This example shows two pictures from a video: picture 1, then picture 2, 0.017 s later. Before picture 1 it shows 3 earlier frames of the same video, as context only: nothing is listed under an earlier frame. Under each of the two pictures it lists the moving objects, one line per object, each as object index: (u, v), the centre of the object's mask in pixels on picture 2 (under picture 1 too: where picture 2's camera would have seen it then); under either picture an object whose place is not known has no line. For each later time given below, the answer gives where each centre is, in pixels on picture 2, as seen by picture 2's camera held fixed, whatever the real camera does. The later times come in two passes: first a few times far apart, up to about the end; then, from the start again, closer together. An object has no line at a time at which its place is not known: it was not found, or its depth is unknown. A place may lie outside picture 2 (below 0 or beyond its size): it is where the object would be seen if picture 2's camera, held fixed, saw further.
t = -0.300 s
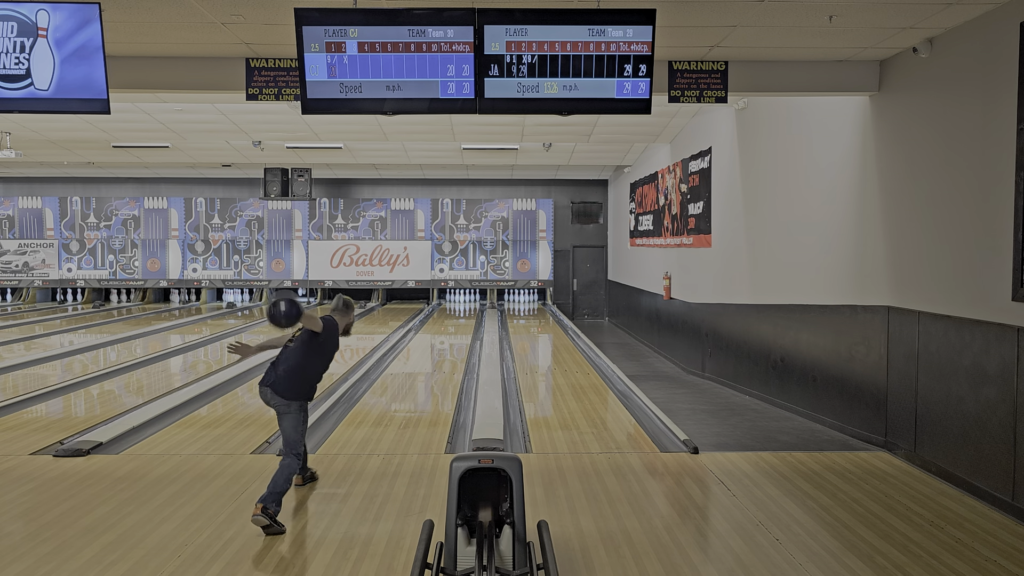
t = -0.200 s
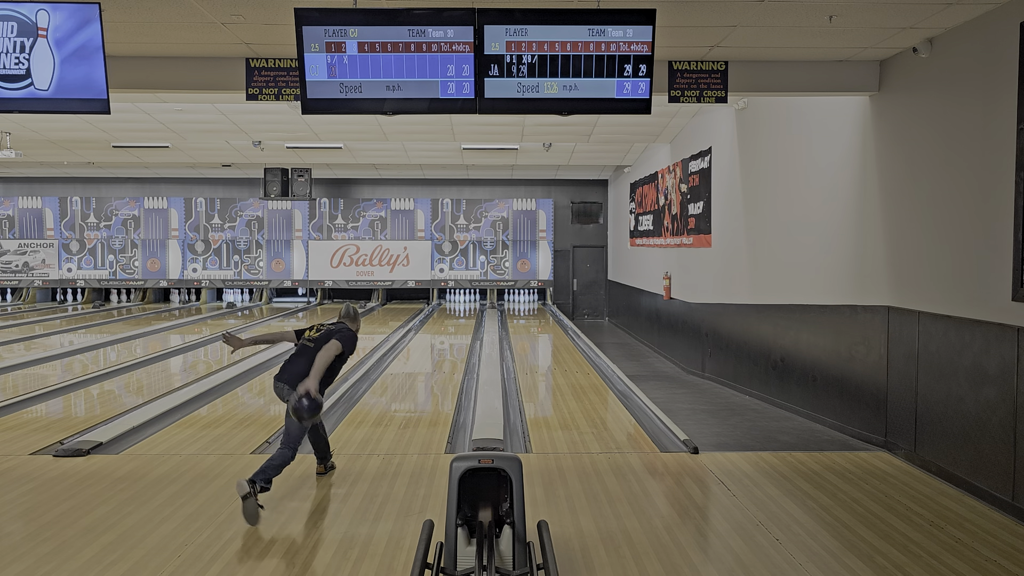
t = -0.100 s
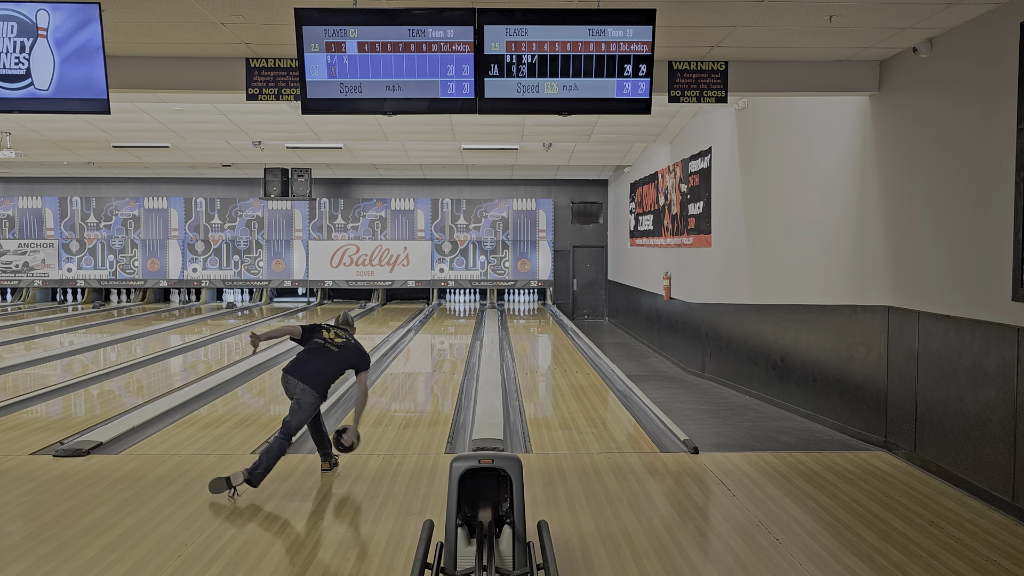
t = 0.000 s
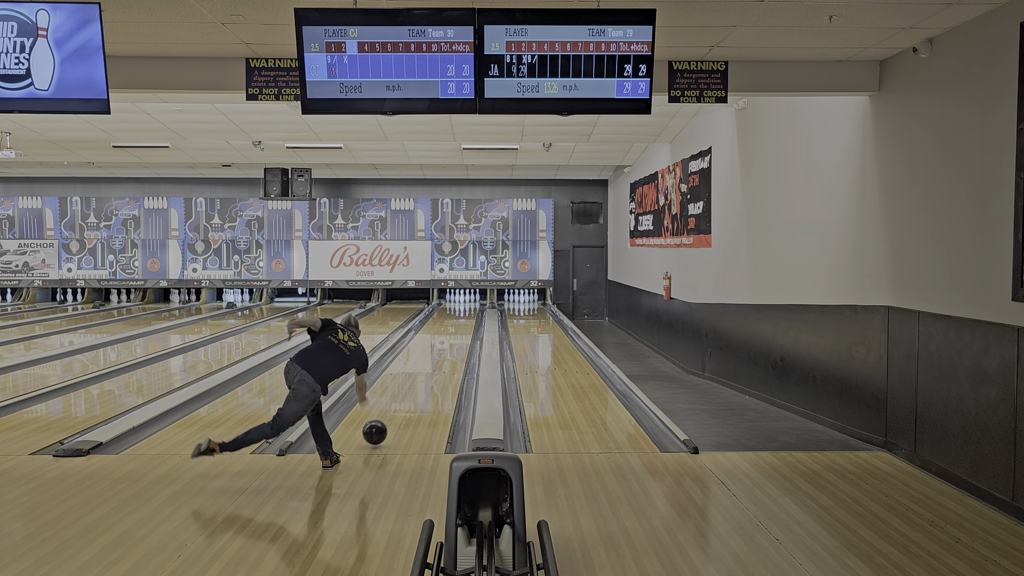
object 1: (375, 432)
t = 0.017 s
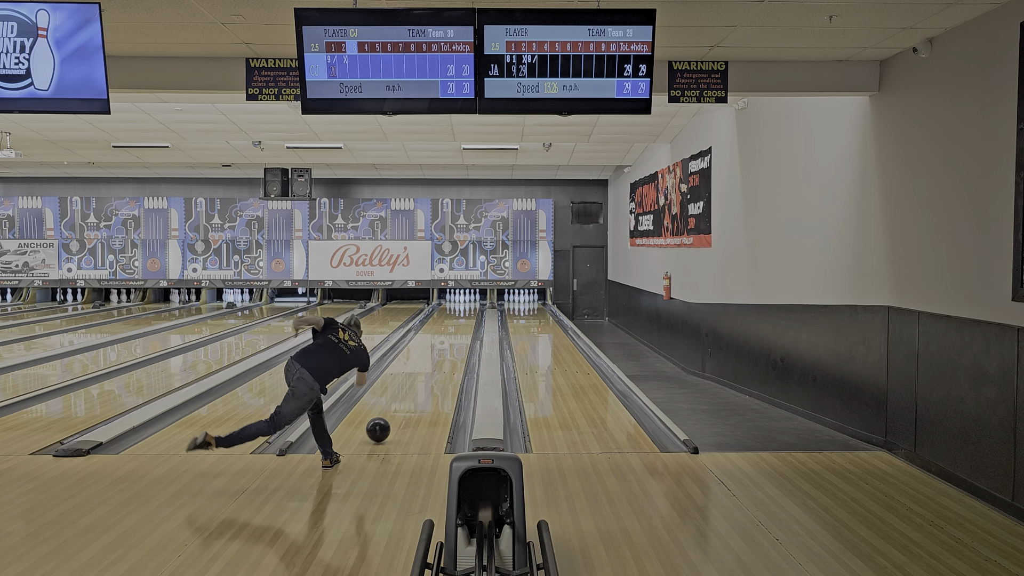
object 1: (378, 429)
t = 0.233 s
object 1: (411, 393)
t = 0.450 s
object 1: (432, 368)
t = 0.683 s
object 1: (448, 349)
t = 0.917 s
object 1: (459, 336)
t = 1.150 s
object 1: (467, 325)
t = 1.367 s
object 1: (472, 318)
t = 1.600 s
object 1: (475, 311)
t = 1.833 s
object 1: (476, 306)
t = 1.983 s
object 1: (475, 303)
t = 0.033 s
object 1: (381, 426)
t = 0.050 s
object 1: (384, 423)
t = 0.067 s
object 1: (387, 420)
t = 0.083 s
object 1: (390, 417)
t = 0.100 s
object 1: (392, 414)
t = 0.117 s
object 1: (395, 411)
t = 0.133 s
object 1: (398, 407)
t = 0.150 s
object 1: (400, 405)
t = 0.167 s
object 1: (402, 403)
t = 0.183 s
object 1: (404, 400)
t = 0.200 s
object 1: (407, 397)
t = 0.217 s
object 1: (409, 395)
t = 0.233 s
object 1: (411, 393)
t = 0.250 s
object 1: (413, 390)
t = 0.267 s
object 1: (415, 388)
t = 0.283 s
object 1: (416, 386)
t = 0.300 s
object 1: (418, 384)
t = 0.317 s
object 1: (420, 382)
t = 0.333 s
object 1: (422, 380)
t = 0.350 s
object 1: (423, 378)
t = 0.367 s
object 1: (425, 376)
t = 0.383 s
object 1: (426, 374)
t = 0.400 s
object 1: (428, 373)
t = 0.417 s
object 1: (429, 371)
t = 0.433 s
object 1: (431, 369)
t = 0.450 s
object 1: (432, 368)
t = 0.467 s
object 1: (434, 366)
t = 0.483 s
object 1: (435, 365)
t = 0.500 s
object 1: (436, 363)
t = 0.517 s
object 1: (437, 362)
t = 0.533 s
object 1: (438, 360)
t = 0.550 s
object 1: (440, 359)
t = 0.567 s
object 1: (441, 358)
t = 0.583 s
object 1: (442, 356)
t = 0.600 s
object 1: (443, 355)
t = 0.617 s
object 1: (444, 354)
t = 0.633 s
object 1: (445, 353)
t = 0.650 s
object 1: (446, 352)
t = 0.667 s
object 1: (447, 350)
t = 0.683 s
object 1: (448, 349)
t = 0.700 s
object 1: (449, 348)
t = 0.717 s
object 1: (450, 347)
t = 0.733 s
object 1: (451, 346)
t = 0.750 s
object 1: (451, 345)
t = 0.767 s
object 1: (452, 344)
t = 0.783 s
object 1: (453, 343)
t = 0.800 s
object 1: (454, 342)
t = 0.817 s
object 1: (455, 341)
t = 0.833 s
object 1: (455, 340)
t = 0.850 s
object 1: (456, 339)
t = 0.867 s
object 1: (457, 338)
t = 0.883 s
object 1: (457, 337)
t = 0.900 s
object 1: (458, 337)
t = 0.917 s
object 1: (459, 336)
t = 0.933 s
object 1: (460, 335)
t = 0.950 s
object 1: (460, 334)
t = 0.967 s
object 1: (461, 333)
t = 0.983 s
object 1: (462, 332)
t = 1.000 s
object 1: (462, 332)
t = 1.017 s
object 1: (463, 331)
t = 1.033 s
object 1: (463, 330)
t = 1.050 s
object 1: (464, 329)
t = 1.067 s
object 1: (464, 329)
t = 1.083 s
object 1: (465, 328)
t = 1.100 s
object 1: (465, 327)
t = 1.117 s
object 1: (466, 327)
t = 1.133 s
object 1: (466, 326)
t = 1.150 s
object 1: (467, 325)
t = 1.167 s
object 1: (467, 325)
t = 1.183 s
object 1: (468, 324)
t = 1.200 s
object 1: (468, 324)
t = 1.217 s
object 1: (469, 323)
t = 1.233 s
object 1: (469, 322)
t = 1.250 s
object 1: (469, 321)
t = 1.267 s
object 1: (470, 321)
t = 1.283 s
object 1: (470, 320)
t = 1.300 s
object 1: (470, 320)
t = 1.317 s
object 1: (471, 319)
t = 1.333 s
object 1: (471, 319)
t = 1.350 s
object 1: (471, 318)
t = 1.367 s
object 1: (472, 318)
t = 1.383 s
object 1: (472, 317)
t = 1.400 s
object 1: (473, 317)
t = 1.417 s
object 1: (473, 316)
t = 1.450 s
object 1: (473, 315)
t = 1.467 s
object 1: (474, 315)
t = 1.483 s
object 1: (474, 314)
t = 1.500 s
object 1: (474, 314)
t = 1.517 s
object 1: (474, 313)
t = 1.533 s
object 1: (475, 313)
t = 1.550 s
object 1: (475, 312)
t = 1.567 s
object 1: (475, 312)
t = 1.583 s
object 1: (475, 311)
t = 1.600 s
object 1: (475, 311)
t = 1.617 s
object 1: (475, 310)
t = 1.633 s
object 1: (475, 310)
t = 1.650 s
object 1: (476, 310)
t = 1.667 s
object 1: (476, 310)
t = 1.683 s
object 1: (476, 309)
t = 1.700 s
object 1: (476, 309)
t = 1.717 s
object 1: (476, 308)
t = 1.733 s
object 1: (476, 308)
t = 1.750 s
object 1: (476, 307)
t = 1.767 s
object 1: (476, 307)
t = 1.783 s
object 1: (476, 307)
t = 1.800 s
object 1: (476, 306)
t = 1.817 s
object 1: (476, 306)
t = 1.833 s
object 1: (476, 306)
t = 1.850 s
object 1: (476, 305)
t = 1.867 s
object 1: (476, 305)
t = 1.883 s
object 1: (476, 305)
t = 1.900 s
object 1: (476, 304)
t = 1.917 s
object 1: (476, 304)
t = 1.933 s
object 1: (475, 304)
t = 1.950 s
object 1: (475, 303)
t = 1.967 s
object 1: (475, 303)
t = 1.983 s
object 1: (475, 303)
